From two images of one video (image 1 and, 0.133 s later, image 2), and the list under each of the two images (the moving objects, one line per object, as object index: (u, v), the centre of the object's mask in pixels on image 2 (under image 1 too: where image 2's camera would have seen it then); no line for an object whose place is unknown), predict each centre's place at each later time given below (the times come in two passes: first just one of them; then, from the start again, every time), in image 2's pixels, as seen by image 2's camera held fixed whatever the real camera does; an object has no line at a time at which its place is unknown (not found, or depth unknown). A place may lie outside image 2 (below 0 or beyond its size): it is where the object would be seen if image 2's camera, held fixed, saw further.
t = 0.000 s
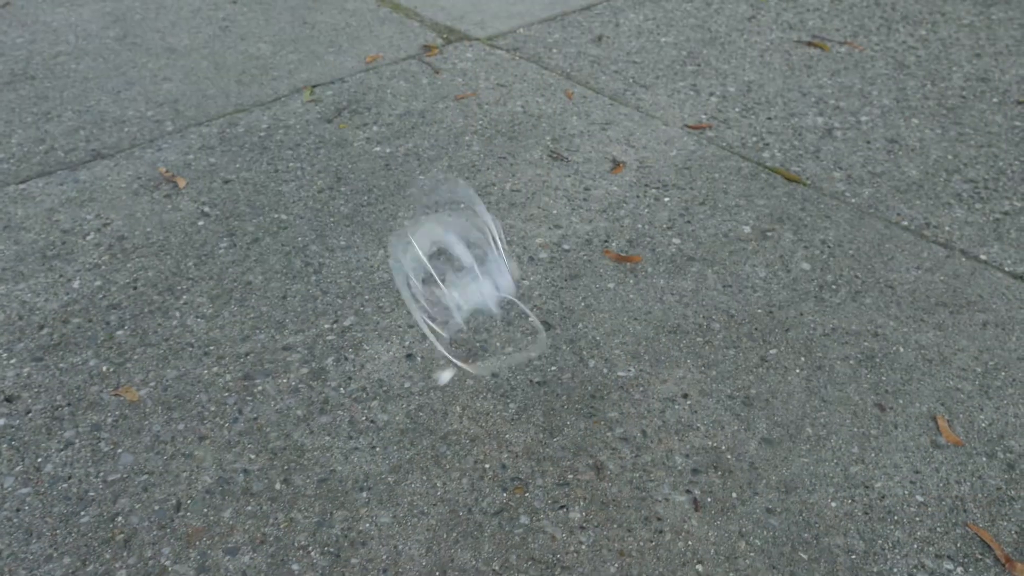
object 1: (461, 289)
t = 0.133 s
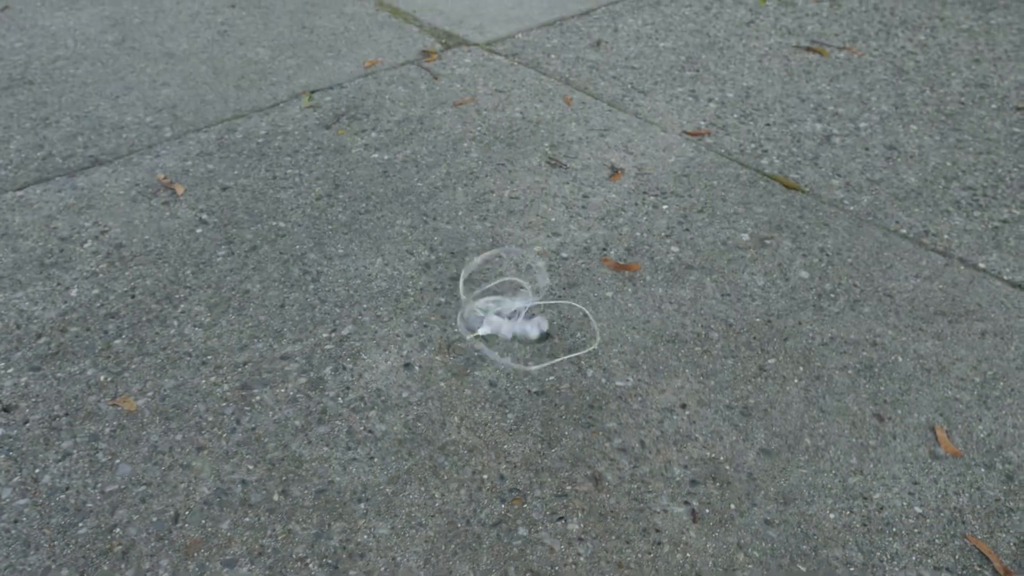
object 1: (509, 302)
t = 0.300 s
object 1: (526, 305)
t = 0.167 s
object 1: (524, 306)
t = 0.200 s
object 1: (525, 307)
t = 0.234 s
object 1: (525, 309)
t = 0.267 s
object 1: (518, 296)
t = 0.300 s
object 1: (526, 305)
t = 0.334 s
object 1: (526, 305)
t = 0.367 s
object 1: (528, 306)
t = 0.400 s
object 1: (528, 307)
